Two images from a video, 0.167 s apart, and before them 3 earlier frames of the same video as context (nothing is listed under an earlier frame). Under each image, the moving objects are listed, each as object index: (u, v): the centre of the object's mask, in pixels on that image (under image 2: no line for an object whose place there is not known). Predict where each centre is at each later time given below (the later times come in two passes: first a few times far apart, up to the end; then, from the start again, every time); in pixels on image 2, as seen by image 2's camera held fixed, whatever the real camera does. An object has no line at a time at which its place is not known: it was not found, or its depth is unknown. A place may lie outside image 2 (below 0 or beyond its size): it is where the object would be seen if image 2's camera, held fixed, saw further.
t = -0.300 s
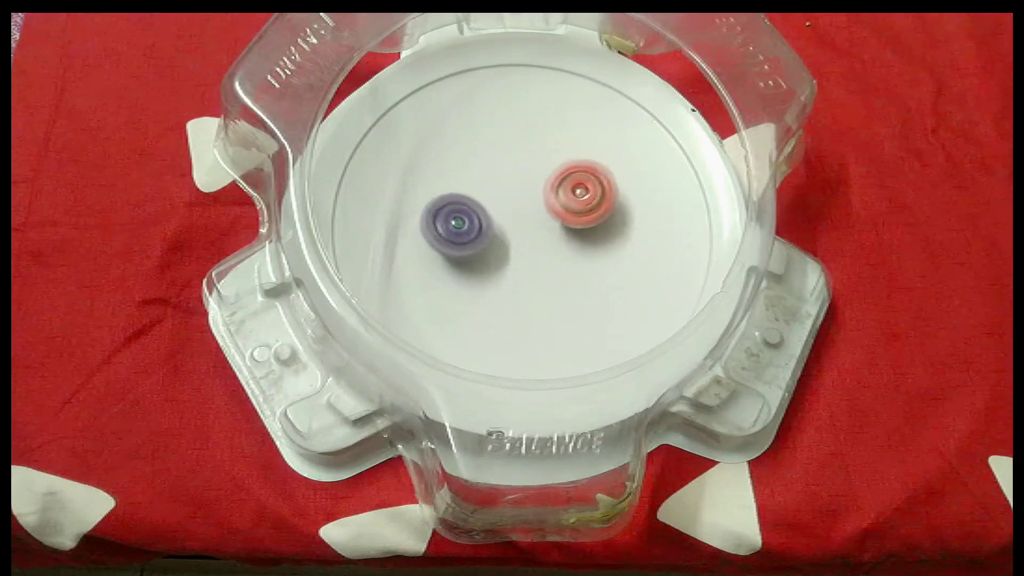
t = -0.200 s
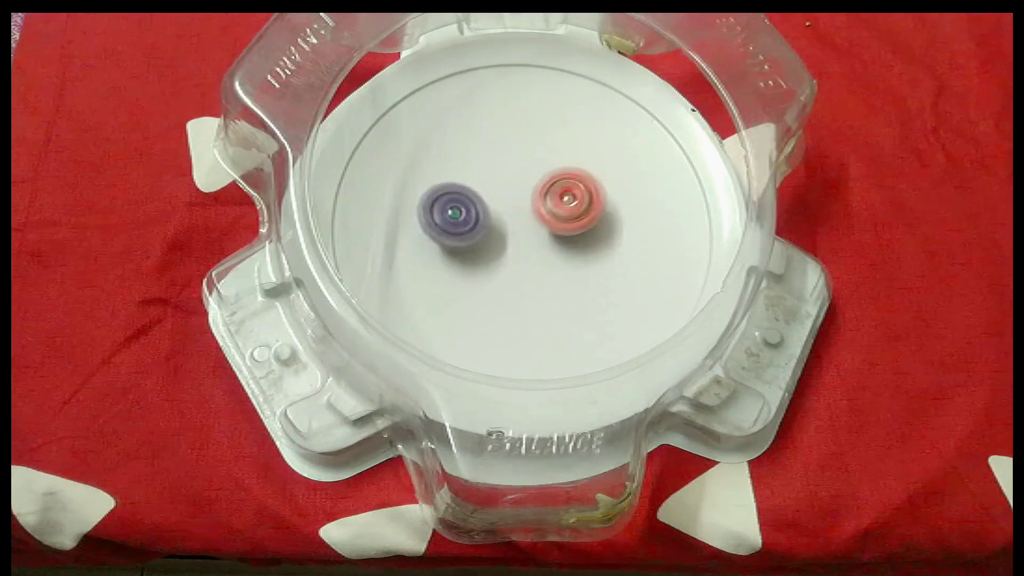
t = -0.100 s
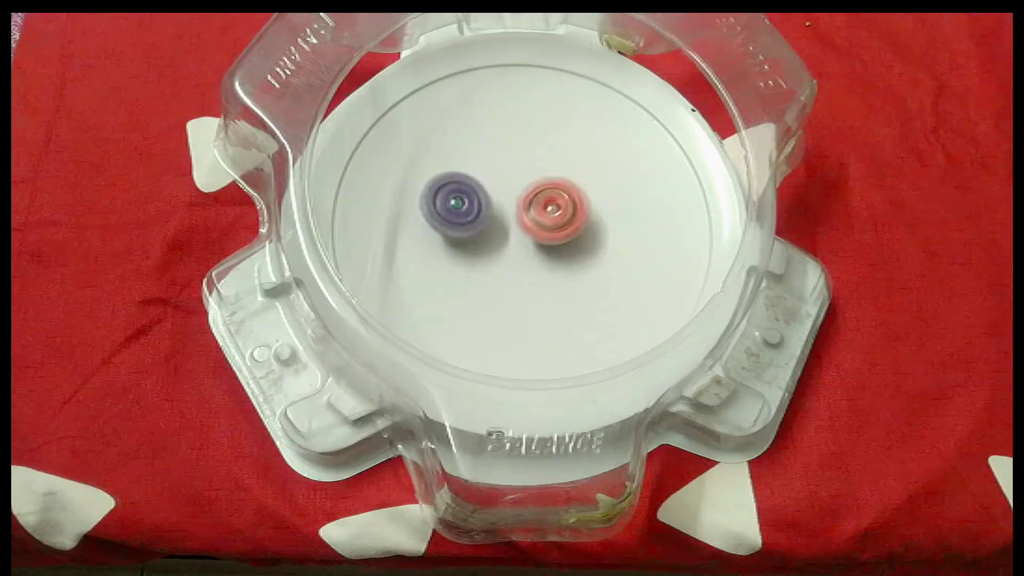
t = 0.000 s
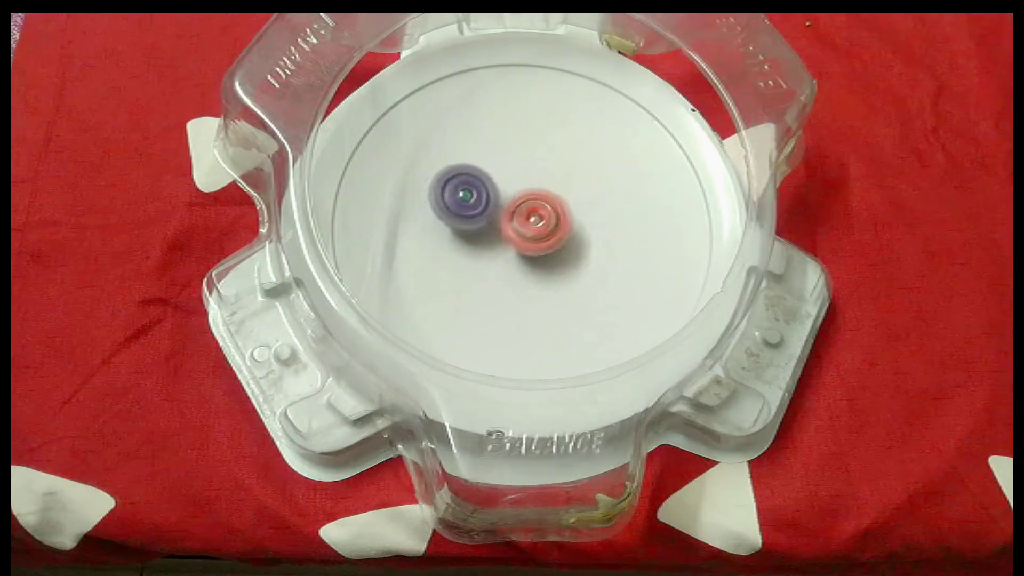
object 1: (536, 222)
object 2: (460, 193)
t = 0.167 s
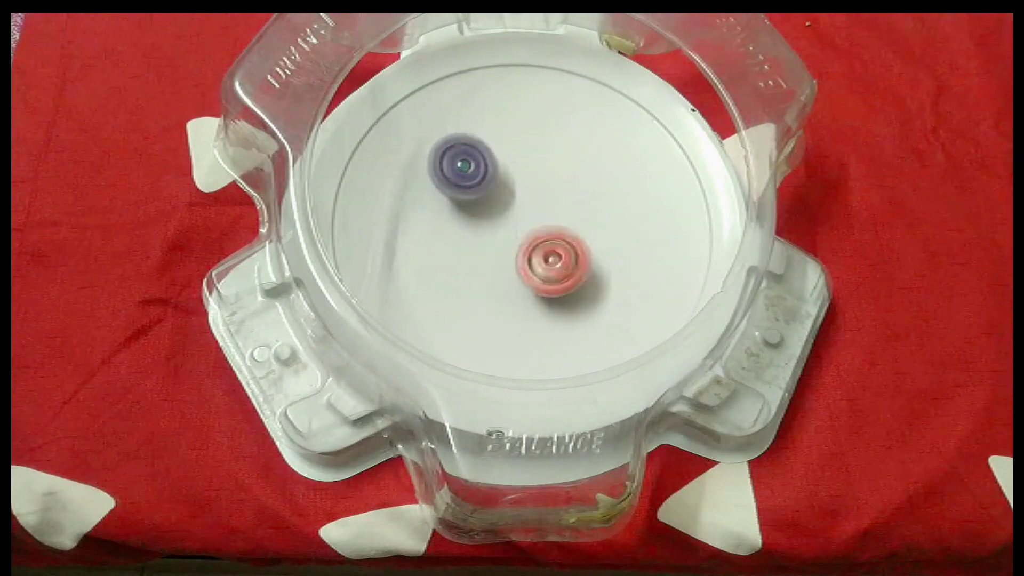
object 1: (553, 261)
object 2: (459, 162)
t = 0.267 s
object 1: (559, 275)
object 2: (471, 155)
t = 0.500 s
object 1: (557, 277)
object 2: (511, 156)
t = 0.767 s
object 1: (524, 244)
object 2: (558, 175)
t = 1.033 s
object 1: (481, 228)
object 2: (575, 200)
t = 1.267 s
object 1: (474, 198)
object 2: (563, 235)
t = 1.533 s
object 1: (497, 178)
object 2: (519, 250)
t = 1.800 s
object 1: (541, 186)
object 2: (481, 239)
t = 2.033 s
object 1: (568, 209)
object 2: (472, 211)
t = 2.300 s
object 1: (570, 236)
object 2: (492, 176)
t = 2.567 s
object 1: (535, 241)
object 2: (533, 166)
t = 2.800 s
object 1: (500, 227)
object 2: (565, 184)
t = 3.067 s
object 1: (484, 199)
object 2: (571, 219)
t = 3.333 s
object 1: (499, 182)
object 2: (542, 246)
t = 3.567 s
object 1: (531, 184)
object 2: (497, 247)
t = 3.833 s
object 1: (567, 192)
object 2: (464, 231)
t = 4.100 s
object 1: (572, 215)
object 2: (470, 200)
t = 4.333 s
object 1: (551, 240)
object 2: (499, 177)
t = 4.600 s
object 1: (526, 263)
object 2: (544, 176)
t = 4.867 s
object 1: (501, 250)
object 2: (574, 208)
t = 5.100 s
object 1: (495, 213)
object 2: (577, 237)
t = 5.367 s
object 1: (506, 178)
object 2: (542, 252)
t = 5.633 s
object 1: (545, 173)
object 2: (498, 228)
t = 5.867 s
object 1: (570, 197)
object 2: (483, 196)
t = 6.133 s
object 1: (564, 231)
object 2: (499, 167)
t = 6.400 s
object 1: (519, 236)
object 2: (536, 168)
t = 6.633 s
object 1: (479, 225)
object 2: (565, 180)
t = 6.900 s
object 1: (482, 194)
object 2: (566, 218)
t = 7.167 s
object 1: (507, 156)
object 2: (532, 240)
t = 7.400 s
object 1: (535, 152)
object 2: (494, 230)
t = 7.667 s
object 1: (558, 202)
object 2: (478, 193)
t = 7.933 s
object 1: (539, 255)
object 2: (504, 171)
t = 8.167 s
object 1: (501, 257)
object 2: (538, 189)
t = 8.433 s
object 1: (469, 217)
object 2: (562, 224)
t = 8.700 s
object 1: (499, 179)
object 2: (535, 250)
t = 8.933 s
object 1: (558, 188)
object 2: (498, 232)
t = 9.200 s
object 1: (579, 230)
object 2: (496, 194)
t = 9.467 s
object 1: (528, 249)
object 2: (534, 178)
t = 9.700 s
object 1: (492, 225)
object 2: (561, 201)
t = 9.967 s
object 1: (498, 173)
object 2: (551, 236)
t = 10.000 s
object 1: (504, 172)
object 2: (546, 238)
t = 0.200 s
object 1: (555, 267)
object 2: (462, 159)
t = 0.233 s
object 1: (557, 271)
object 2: (466, 157)
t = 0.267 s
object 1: (559, 275)
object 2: (471, 155)
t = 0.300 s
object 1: (559, 278)
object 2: (475, 154)
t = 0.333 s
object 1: (560, 280)
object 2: (480, 153)
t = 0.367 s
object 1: (561, 282)
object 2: (486, 153)
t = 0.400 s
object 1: (560, 283)
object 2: (492, 152)
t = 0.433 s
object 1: (560, 282)
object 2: (498, 153)
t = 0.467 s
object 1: (559, 280)
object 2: (504, 154)
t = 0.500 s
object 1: (557, 277)
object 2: (511, 156)
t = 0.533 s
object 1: (555, 273)
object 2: (517, 158)
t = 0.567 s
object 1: (552, 269)
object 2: (524, 160)
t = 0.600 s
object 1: (549, 264)
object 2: (530, 163)
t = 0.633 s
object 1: (545, 259)
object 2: (536, 166)
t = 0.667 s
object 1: (541, 254)
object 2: (540, 169)
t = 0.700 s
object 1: (537, 247)
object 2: (544, 172)
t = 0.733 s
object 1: (533, 242)
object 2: (550, 177)
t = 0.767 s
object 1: (524, 244)
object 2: (558, 175)
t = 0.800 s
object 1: (515, 244)
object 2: (561, 170)
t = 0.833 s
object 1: (509, 243)
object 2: (566, 171)
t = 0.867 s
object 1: (504, 242)
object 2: (569, 175)
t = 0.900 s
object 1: (499, 240)
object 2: (571, 179)
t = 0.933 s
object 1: (494, 237)
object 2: (573, 185)
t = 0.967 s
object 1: (489, 234)
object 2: (574, 190)
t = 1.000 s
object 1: (485, 231)
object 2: (575, 194)
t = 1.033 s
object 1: (481, 228)
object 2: (575, 200)
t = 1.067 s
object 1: (479, 224)
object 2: (574, 205)
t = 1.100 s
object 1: (476, 219)
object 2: (576, 213)
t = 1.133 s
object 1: (474, 216)
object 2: (574, 218)
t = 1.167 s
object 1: (473, 211)
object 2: (570, 219)
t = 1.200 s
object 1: (473, 207)
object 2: (570, 227)
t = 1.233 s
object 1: (473, 202)
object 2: (566, 231)
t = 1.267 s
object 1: (474, 198)
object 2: (563, 235)
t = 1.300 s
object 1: (475, 194)
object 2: (559, 239)
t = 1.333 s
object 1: (477, 190)
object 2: (555, 243)
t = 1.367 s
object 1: (479, 187)
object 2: (551, 245)
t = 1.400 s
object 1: (481, 184)
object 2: (543, 243)
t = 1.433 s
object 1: (484, 181)
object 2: (538, 245)
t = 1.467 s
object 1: (488, 180)
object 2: (532, 247)
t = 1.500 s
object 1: (493, 179)
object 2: (526, 249)
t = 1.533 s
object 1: (497, 178)
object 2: (519, 250)
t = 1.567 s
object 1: (502, 177)
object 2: (513, 251)
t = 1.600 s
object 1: (508, 176)
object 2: (507, 251)
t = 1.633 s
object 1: (513, 176)
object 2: (502, 249)
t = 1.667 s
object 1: (518, 178)
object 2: (497, 248)
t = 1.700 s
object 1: (524, 179)
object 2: (493, 247)
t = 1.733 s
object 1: (530, 181)
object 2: (488, 245)
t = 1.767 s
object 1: (535, 183)
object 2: (484, 242)
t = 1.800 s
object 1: (541, 186)
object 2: (481, 239)
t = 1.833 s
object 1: (546, 188)
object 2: (479, 236)
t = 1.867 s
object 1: (549, 191)
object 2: (477, 232)
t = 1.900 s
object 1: (554, 195)
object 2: (475, 228)
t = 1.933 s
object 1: (558, 198)
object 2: (473, 224)
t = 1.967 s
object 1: (561, 202)
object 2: (472, 220)
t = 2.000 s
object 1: (565, 205)
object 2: (472, 215)
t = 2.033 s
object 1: (568, 209)
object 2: (472, 211)
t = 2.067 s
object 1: (570, 213)
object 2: (473, 206)
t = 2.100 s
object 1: (571, 217)
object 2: (474, 201)
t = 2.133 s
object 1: (573, 220)
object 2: (476, 196)
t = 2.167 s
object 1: (574, 224)
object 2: (478, 191)
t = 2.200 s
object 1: (574, 228)
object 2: (481, 187)
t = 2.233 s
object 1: (574, 231)
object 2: (484, 183)
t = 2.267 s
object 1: (572, 233)
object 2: (488, 179)
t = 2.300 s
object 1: (570, 236)
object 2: (492, 176)
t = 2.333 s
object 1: (567, 238)
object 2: (496, 173)
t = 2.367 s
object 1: (564, 240)
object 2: (501, 170)
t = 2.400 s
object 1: (560, 241)
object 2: (506, 168)
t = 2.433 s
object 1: (555, 242)
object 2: (511, 167)
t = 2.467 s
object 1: (550, 243)
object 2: (517, 166)
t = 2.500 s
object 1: (545, 243)
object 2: (522, 166)
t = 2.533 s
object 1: (540, 243)
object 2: (528, 166)
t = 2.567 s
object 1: (535, 241)
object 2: (533, 166)
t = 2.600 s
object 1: (530, 240)
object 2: (539, 166)
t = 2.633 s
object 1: (524, 239)
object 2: (545, 171)
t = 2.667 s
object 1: (519, 238)
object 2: (548, 170)
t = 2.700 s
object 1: (514, 236)
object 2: (554, 175)
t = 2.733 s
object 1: (510, 233)
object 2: (556, 175)
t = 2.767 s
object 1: (505, 230)
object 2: (560, 177)
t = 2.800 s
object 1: (500, 227)
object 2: (565, 184)
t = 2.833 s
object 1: (496, 224)
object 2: (567, 188)
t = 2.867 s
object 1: (493, 221)
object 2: (569, 192)
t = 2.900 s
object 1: (490, 217)
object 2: (572, 197)
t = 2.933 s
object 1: (488, 214)
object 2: (573, 201)
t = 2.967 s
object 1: (486, 210)
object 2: (570, 202)
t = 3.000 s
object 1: (485, 206)
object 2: (573, 210)
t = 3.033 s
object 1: (485, 203)
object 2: (572, 215)
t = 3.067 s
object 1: (484, 199)
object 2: (571, 219)
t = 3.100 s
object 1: (484, 195)
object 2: (569, 224)
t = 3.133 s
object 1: (484, 192)
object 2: (566, 229)
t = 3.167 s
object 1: (485, 190)
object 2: (563, 232)
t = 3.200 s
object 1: (487, 187)
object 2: (560, 236)
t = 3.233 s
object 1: (490, 185)
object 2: (555, 234)
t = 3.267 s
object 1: (492, 183)
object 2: (552, 237)
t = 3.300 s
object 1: (496, 182)
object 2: (546, 240)
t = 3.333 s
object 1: (499, 182)
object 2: (542, 246)
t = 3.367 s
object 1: (502, 180)
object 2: (536, 249)
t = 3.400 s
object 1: (507, 181)
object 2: (527, 246)
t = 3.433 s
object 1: (511, 181)
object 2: (522, 246)
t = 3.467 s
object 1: (515, 181)
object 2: (515, 247)
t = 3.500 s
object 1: (519, 183)
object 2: (509, 246)
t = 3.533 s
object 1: (525, 184)
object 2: (504, 245)
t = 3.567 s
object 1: (531, 184)
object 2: (497, 247)
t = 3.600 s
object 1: (538, 185)
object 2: (491, 247)
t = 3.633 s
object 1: (541, 184)
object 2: (486, 246)
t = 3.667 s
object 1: (547, 185)
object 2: (481, 245)
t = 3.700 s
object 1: (551, 186)
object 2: (477, 243)
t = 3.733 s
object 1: (556, 187)
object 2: (473, 241)
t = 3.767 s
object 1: (560, 188)
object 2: (469, 238)
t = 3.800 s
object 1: (564, 190)
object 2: (466, 235)
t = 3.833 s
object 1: (567, 192)
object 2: (464, 231)
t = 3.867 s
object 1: (570, 194)
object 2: (462, 228)
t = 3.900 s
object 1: (573, 196)
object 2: (461, 223)
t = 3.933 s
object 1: (574, 199)
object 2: (461, 220)
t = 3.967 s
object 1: (575, 202)
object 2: (461, 216)
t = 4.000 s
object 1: (575, 206)
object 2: (462, 211)
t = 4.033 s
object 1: (575, 208)
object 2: (464, 207)
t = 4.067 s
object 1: (574, 212)
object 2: (466, 204)
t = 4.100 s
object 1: (572, 215)
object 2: (470, 200)
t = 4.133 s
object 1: (570, 219)
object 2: (473, 196)
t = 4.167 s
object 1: (569, 221)
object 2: (477, 192)
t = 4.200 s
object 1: (565, 224)
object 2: (482, 189)
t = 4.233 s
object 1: (560, 227)
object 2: (486, 186)
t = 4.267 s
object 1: (556, 229)
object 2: (492, 184)
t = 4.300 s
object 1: (553, 235)
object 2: (495, 180)
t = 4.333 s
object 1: (551, 240)
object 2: (499, 177)
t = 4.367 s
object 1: (552, 244)
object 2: (504, 175)
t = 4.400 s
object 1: (549, 249)
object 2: (510, 174)
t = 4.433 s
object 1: (546, 252)
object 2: (516, 172)
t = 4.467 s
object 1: (544, 255)
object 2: (522, 172)
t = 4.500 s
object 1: (540, 258)
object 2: (528, 172)
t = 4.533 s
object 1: (535, 260)
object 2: (533, 173)
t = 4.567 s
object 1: (531, 262)
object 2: (539, 174)
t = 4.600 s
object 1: (526, 263)
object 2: (544, 176)
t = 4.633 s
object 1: (521, 262)
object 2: (549, 178)
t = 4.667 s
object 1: (518, 263)
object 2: (555, 181)
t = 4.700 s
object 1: (513, 264)
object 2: (559, 183)
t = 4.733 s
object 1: (511, 262)
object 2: (563, 187)
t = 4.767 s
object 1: (507, 261)
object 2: (566, 191)
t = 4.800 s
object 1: (505, 257)
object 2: (571, 199)
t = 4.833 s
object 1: (504, 255)
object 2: (573, 203)
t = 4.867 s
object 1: (501, 250)
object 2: (574, 208)
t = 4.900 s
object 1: (501, 246)
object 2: (575, 212)
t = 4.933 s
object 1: (500, 241)
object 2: (576, 216)
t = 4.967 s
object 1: (500, 237)
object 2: (575, 221)
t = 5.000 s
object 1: (500, 231)
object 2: (574, 226)
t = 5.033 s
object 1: (501, 227)
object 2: (574, 229)
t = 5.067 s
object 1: (496, 220)
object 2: (577, 233)
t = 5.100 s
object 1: (495, 213)
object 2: (577, 237)
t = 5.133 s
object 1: (494, 210)
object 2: (575, 239)
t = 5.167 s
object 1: (492, 204)
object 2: (571, 244)
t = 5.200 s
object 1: (494, 198)
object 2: (568, 246)
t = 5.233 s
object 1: (496, 194)
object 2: (563, 248)
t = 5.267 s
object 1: (496, 190)
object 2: (558, 250)
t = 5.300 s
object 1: (500, 185)
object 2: (553, 251)
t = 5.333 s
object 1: (503, 181)
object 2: (548, 252)
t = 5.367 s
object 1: (506, 178)
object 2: (542, 252)
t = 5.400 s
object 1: (510, 175)
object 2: (536, 251)
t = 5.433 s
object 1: (515, 172)
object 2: (530, 250)
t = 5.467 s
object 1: (520, 171)
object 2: (524, 248)
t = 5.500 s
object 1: (525, 170)
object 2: (518, 246)
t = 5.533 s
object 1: (530, 169)
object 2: (514, 243)
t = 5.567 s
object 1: (535, 171)
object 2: (510, 240)
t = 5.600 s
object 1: (540, 173)
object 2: (505, 236)
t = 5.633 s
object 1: (545, 173)
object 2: (498, 228)
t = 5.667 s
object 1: (549, 177)
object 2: (497, 228)
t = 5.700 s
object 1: (552, 180)
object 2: (492, 220)
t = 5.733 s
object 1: (555, 183)
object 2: (490, 215)
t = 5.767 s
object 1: (559, 187)
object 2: (487, 210)
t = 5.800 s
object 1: (565, 191)
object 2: (485, 206)
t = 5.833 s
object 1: (567, 195)
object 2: (484, 201)
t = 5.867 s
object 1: (570, 197)
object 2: (483, 196)
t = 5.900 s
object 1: (573, 201)
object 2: (483, 191)
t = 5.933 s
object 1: (574, 207)
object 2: (484, 187)
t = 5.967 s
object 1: (573, 211)
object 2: (485, 182)
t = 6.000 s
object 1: (573, 214)
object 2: (487, 178)
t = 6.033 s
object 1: (573, 220)
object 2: (489, 175)
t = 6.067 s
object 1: (570, 224)
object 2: (492, 172)
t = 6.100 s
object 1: (567, 227)
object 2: (495, 168)
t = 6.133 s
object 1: (564, 231)
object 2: (499, 167)
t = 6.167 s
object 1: (558, 233)
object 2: (502, 165)
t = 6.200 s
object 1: (554, 235)
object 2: (508, 164)
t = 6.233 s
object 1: (550, 237)
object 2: (512, 164)
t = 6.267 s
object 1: (543, 238)
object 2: (518, 164)
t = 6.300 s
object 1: (538, 237)
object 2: (523, 165)
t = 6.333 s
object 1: (533, 237)
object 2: (527, 165)
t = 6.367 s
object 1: (526, 237)
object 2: (533, 166)
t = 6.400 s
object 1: (519, 236)
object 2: (536, 168)
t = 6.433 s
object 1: (514, 235)
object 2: (542, 173)
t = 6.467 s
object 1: (503, 236)
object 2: (547, 169)
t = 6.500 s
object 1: (498, 233)
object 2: (551, 170)
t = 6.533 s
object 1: (493, 233)
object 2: (556, 171)
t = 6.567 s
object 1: (486, 230)
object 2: (559, 174)
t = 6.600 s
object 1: (482, 227)
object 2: (563, 177)
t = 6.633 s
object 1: (479, 225)
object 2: (565, 180)
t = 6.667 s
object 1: (477, 222)
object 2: (567, 184)
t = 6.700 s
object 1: (474, 218)
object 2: (571, 192)
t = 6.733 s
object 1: (473, 212)
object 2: (572, 196)
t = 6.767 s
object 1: (474, 209)
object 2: (572, 201)
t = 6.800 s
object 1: (475, 205)
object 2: (571, 205)
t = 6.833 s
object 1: (476, 201)
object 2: (570, 209)
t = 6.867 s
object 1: (478, 197)
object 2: (567, 214)
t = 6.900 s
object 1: (482, 194)
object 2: (566, 218)
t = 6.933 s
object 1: (485, 191)
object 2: (563, 222)
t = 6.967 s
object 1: (489, 189)
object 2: (557, 225)
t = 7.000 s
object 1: (494, 187)
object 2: (553, 229)
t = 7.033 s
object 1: (499, 183)
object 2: (549, 232)
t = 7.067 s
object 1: (503, 176)
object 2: (547, 237)
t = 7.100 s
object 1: (502, 168)
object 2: (544, 242)
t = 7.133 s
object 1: (504, 161)
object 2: (540, 244)
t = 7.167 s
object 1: (507, 156)
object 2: (532, 240)
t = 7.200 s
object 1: (511, 151)
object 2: (526, 240)
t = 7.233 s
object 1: (515, 149)
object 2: (519, 240)
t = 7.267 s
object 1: (519, 149)
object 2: (513, 239)
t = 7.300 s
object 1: (522, 148)
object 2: (511, 242)
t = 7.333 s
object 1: (526, 147)
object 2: (503, 236)
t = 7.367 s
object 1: (530, 149)
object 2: (498, 232)
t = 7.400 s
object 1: (535, 152)
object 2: (494, 230)
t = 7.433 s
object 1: (539, 155)
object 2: (490, 226)
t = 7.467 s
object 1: (543, 160)
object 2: (487, 222)
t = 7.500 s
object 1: (546, 165)
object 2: (484, 217)
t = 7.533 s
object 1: (548, 171)
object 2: (482, 212)
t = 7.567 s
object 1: (551, 179)
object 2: (481, 207)
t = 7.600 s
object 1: (553, 186)
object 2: (480, 202)
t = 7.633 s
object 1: (557, 195)
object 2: (479, 198)
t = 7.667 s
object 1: (558, 202)
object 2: (478, 193)
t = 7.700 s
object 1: (559, 210)
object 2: (480, 188)
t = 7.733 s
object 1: (559, 218)
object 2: (481, 184)
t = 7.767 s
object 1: (558, 226)
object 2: (483, 181)
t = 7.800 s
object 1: (556, 233)
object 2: (486, 178)
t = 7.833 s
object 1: (552, 241)
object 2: (490, 175)
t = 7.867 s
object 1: (549, 246)
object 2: (495, 173)
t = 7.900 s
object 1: (545, 251)
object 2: (499, 172)
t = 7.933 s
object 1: (539, 255)
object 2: (504, 171)
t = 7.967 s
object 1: (534, 259)
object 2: (509, 171)
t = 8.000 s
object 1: (527, 261)
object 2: (514, 172)
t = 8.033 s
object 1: (520, 261)
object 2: (519, 174)
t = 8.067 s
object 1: (514, 261)
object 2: (525, 175)
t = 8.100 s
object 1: (509, 261)
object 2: (530, 179)
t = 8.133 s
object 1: (505, 259)
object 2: (535, 185)
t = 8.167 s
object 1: (501, 257)
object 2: (538, 189)
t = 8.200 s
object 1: (498, 253)
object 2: (543, 194)
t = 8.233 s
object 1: (496, 249)
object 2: (546, 199)
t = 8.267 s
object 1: (494, 245)
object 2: (549, 204)
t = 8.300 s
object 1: (488, 240)
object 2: (553, 207)
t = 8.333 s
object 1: (478, 235)
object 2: (561, 210)
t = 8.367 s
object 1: (474, 230)
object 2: (562, 214)
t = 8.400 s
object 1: (471, 224)
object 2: (562, 220)
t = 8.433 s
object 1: (469, 217)
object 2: (562, 224)
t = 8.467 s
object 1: (469, 211)
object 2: (561, 229)
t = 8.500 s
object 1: (470, 205)
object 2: (559, 233)
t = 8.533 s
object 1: (473, 200)
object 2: (557, 238)
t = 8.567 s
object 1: (476, 194)
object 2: (554, 242)
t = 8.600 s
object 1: (480, 189)
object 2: (551, 244)
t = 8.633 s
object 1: (486, 185)
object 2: (546, 247)
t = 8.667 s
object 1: (492, 182)
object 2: (540, 249)
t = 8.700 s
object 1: (499, 179)
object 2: (535, 250)
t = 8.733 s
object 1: (508, 178)
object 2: (529, 250)
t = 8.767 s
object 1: (516, 177)
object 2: (523, 249)
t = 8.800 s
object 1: (524, 178)
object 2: (518, 248)
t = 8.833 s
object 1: (533, 180)
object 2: (510, 242)
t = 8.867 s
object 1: (543, 182)
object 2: (509, 243)
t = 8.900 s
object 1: (550, 184)
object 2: (500, 236)
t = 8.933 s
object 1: (558, 188)
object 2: (498, 232)
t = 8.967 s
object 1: (565, 191)
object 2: (495, 228)
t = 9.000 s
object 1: (570, 197)
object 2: (492, 224)
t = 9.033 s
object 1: (575, 202)
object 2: (491, 219)
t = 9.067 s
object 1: (578, 208)
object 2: (491, 214)
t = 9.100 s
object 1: (581, 213)
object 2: (490, 209)
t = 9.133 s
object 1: (581, 219)
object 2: (491, 204)
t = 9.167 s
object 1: (581, 224)
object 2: (494, 199)
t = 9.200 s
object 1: (579, 230)
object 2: (496, 194)
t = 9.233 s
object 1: (575, 234)
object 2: (499, 191)
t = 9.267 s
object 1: (571, 238)
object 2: (505, 187)
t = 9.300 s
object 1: (565, 241)
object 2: (508, 184)
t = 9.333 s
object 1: (559, 244)
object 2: (512, 183)
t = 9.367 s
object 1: (551, 245)
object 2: (518, 181)
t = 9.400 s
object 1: (542, 249)
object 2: (522, 178)
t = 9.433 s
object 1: (534, 248)
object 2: (529, 177)
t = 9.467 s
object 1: (528, 249)
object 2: (534, 178)
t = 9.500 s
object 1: (522, 249)
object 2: (538, 179)
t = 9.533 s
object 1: (513, 248)
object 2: (542, 180)
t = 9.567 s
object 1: (507, 244)
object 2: (548, 186)
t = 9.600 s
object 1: (502, 241)
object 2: (554, 189)
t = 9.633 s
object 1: (497, 236)
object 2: (557, 192)
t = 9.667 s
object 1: (494, 231)
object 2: (559, 197)
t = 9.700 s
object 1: (492, 225)
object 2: (561, 201)
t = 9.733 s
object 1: (490, 219)
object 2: (562, 205)
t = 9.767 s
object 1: (489, 212)
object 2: (563, 211)
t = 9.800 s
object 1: (491, 205)
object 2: (563, 215)
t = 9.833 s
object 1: (490, 197)
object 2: (563, 220)
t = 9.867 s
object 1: (490, 190)
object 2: (560, 225)
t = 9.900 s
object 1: (492, 184)
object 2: (558, 228)
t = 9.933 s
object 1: (495, 179)
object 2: (555, 232)
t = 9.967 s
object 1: (498, 173)
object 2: (551, 236)
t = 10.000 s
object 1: (504, 172)
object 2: (546, 238)
